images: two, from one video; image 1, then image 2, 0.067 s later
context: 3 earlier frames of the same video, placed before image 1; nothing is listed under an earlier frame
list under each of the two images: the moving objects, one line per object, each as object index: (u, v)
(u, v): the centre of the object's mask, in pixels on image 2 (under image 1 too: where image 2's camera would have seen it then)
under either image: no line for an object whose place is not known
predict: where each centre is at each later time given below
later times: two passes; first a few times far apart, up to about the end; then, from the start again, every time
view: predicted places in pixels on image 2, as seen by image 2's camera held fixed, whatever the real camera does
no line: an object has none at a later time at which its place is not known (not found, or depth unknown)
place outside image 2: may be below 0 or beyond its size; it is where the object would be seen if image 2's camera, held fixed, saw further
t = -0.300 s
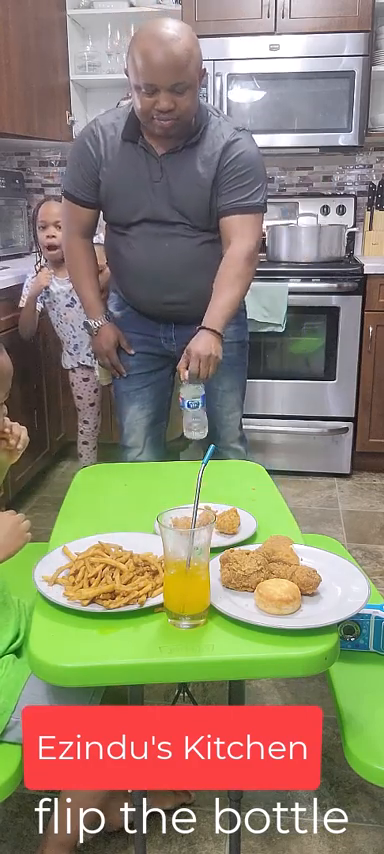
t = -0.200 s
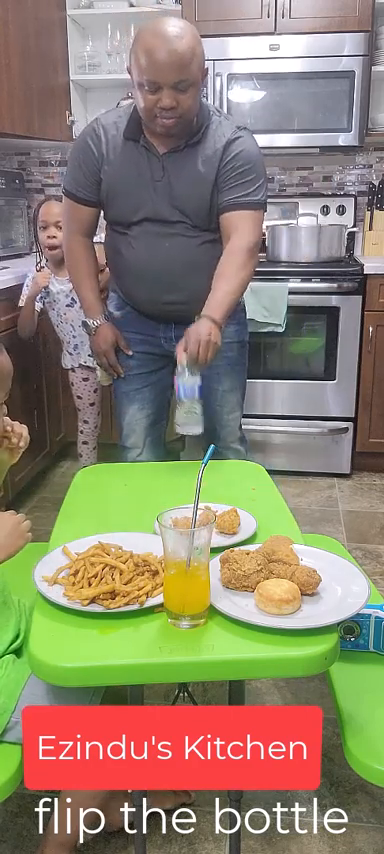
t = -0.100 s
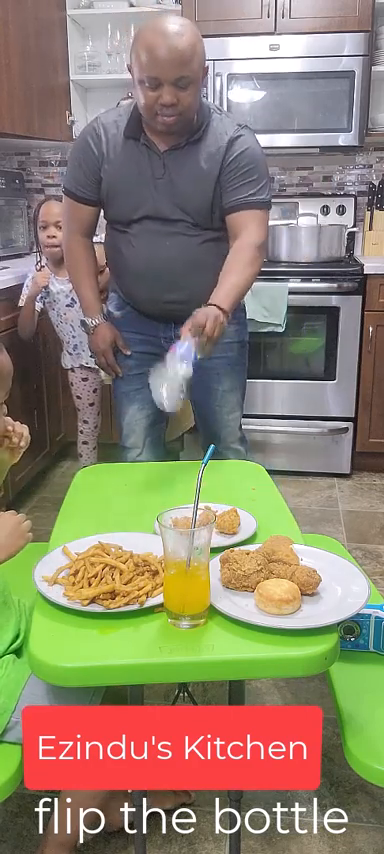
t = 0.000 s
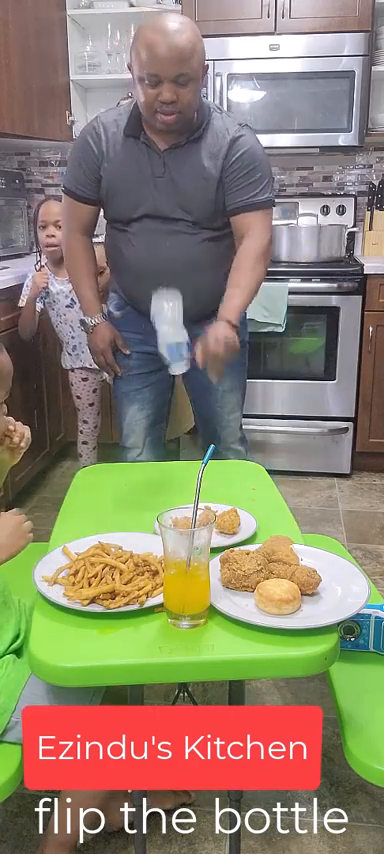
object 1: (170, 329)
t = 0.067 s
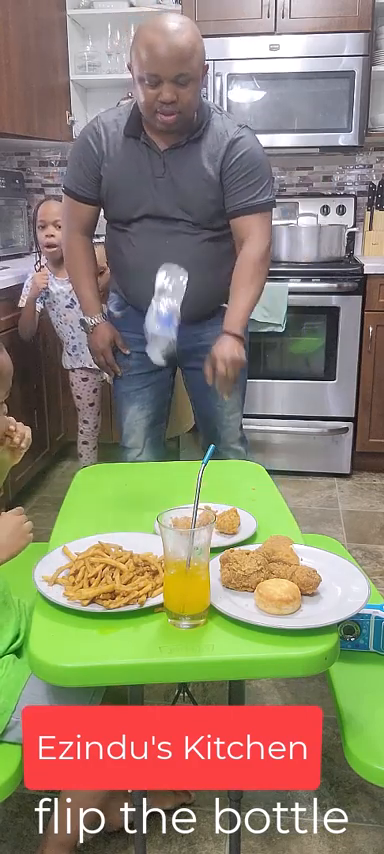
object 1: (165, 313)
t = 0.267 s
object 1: (172, 337)
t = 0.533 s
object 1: (180, 470)
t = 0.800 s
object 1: (186, 470)
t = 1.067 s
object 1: (195, 471)
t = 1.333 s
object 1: (198, 471)
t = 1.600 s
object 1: (194, 471)
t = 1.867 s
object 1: (187, 471)
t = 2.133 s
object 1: (186, 471)
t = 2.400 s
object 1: (187, 471)
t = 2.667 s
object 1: (189, 471)
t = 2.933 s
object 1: (187, 472)
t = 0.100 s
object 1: (163, 304)
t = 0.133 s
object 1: (163, 298)
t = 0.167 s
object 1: (166, 297)
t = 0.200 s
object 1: (168, 305)
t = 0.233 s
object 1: (170, 318)
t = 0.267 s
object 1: (172, 337)
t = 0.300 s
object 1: (173, 360)
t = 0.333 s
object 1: (175, 388)
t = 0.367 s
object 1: (177, 420)
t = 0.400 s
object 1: (177, 445)
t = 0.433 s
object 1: (177, 463)
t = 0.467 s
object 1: (181, 466)
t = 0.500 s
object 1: (181, 467)
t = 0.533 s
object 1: (180, 470)
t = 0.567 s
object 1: (180, 470)
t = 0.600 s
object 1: (181, 470)
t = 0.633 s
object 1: (181, 470)
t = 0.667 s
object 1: (182, 470)
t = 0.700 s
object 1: (183, 470)
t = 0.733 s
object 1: (185, 470)
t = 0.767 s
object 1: (186, 470)
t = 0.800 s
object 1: (186, 470)
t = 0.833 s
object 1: (187, 470)
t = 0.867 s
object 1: (187, 470)
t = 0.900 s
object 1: (188, 471)
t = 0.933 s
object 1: (189, 471)
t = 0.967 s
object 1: (193, 471)
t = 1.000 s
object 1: (194, 471)
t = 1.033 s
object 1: (195, 471)
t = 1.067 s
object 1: (195, 471)
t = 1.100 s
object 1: (196, 471)
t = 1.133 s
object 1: (197, 471)
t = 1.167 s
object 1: (198, 471)
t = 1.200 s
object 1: (198, 471)
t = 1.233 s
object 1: (198, 471)
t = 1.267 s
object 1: (198, 471)
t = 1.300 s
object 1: (198, 471)
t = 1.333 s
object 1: (198, 471)
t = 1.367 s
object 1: (198, 471)
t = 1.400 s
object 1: (198, 471)
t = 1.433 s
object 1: (198, 471)
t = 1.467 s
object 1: (197, 471)
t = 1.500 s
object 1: (196, 471)
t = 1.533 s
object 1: (195, 471)
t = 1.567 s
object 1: (195, 471)
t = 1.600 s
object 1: (194, 471)
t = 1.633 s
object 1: (193, 471)
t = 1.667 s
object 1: (189, 471)
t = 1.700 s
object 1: (189, 471)
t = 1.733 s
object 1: (188, 471)
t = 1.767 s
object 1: (188, 471)
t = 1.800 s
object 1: (188, 471)
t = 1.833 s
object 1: (188, 471)
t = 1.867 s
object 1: (187, 471)
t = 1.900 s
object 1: (187, 471)
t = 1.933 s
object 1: (186, 471)
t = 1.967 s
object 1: (186, 471)
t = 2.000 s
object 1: (186, 471)
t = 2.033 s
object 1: (186, 471)
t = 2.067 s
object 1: (186, 471)
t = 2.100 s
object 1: (186, 471)
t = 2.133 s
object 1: (186, 471)
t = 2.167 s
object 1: (186, 471)
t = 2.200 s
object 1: (186, 471)
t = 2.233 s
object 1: (186, 471)
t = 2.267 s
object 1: (186, 471)
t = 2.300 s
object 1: (186, 471)
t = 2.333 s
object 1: (186, 471)
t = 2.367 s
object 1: (187, 471)
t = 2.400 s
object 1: (187, 471)
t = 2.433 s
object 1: (187, 471)
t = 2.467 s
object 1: (187, 471)
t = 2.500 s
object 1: (187, 471)
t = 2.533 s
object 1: (188, 471)
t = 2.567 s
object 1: (188, 471)
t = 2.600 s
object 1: (188, 471)
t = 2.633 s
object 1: (189, 471)
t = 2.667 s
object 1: (189, 471)
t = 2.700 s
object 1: (188, 471)
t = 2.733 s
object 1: (188, 471)
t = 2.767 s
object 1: (188, 471)
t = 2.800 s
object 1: (188, 472)
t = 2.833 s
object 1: (188, 472)
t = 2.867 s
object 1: (187, 472)
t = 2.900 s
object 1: (187, 472)
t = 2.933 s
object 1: (187, 472)
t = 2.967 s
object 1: (188, 472)
